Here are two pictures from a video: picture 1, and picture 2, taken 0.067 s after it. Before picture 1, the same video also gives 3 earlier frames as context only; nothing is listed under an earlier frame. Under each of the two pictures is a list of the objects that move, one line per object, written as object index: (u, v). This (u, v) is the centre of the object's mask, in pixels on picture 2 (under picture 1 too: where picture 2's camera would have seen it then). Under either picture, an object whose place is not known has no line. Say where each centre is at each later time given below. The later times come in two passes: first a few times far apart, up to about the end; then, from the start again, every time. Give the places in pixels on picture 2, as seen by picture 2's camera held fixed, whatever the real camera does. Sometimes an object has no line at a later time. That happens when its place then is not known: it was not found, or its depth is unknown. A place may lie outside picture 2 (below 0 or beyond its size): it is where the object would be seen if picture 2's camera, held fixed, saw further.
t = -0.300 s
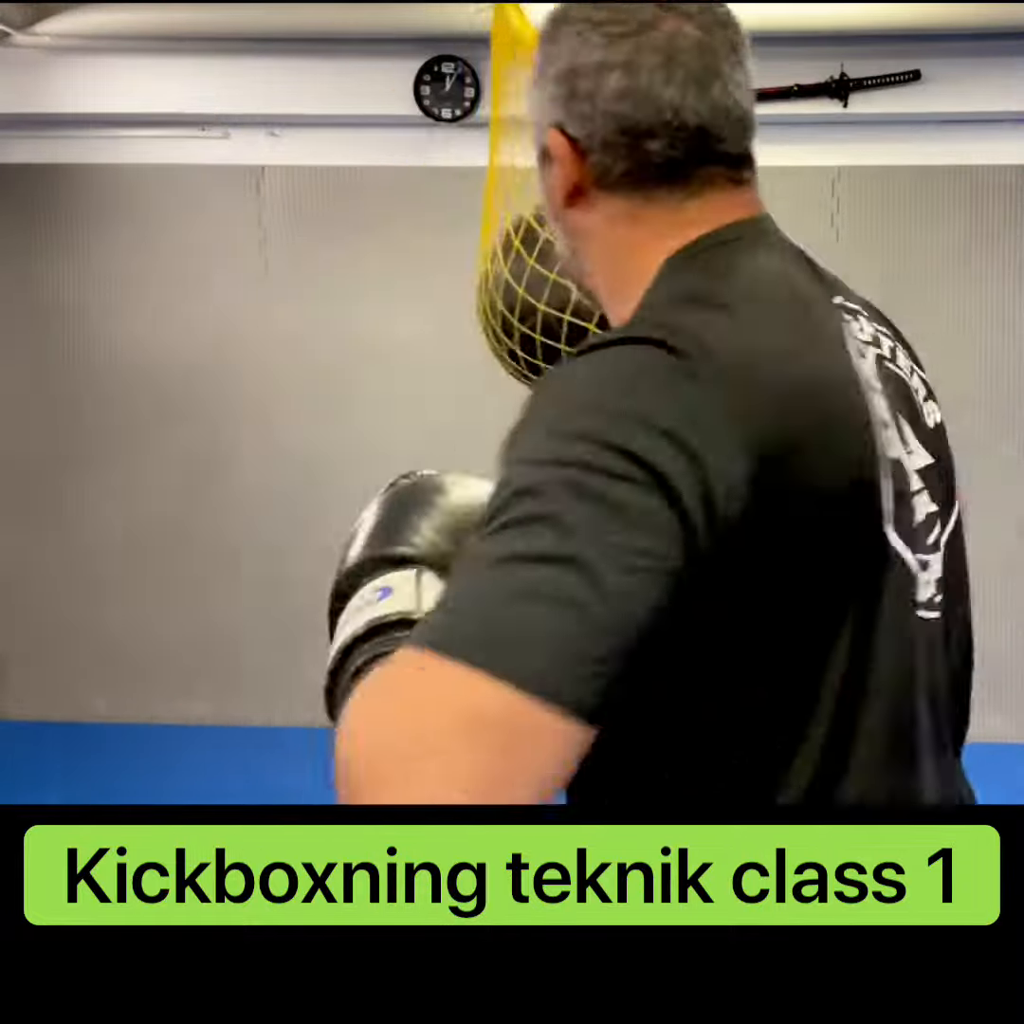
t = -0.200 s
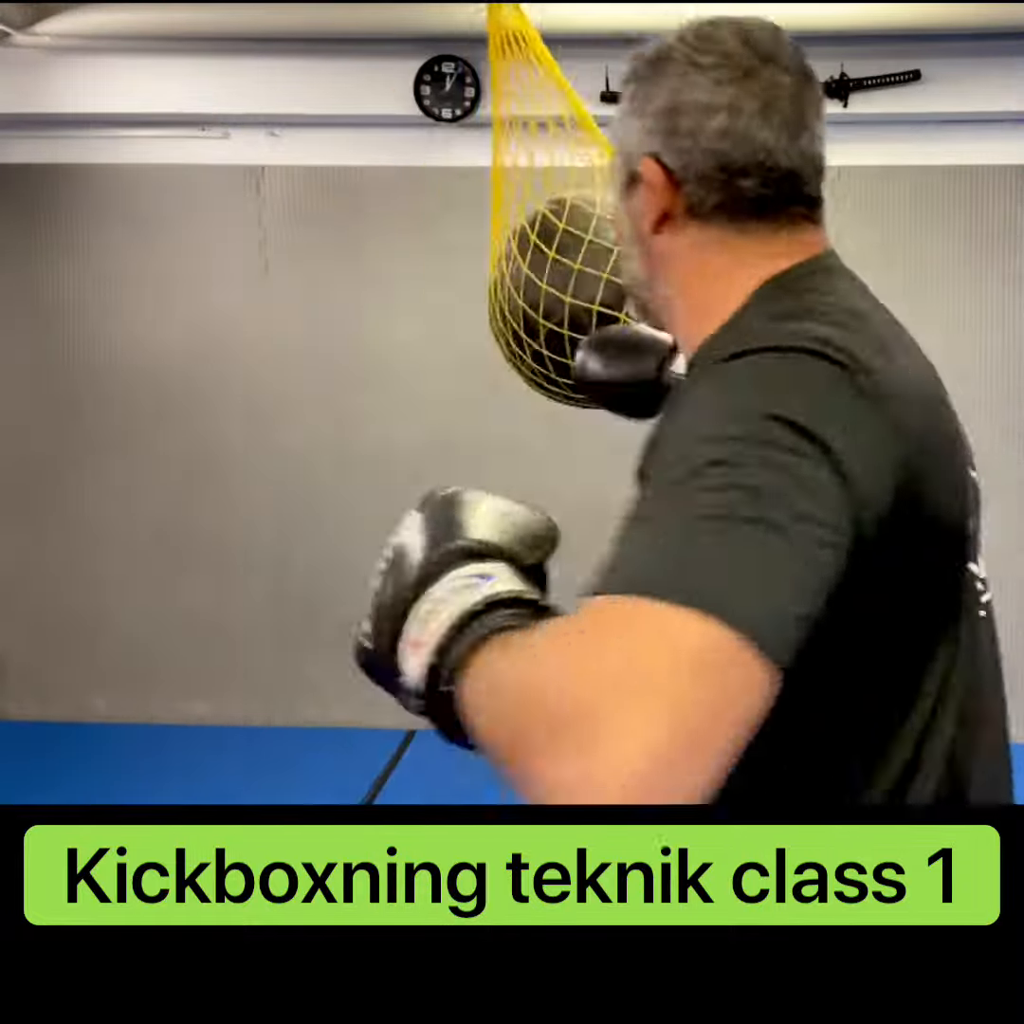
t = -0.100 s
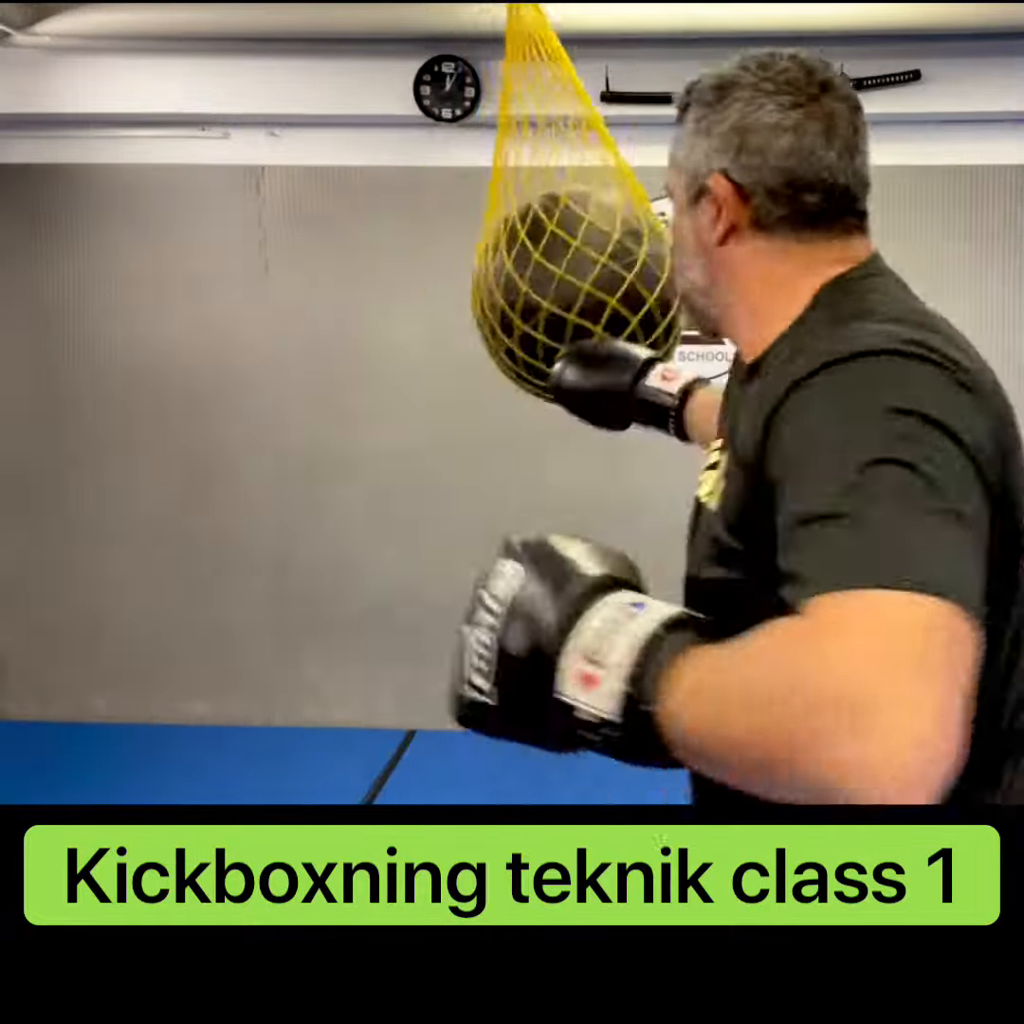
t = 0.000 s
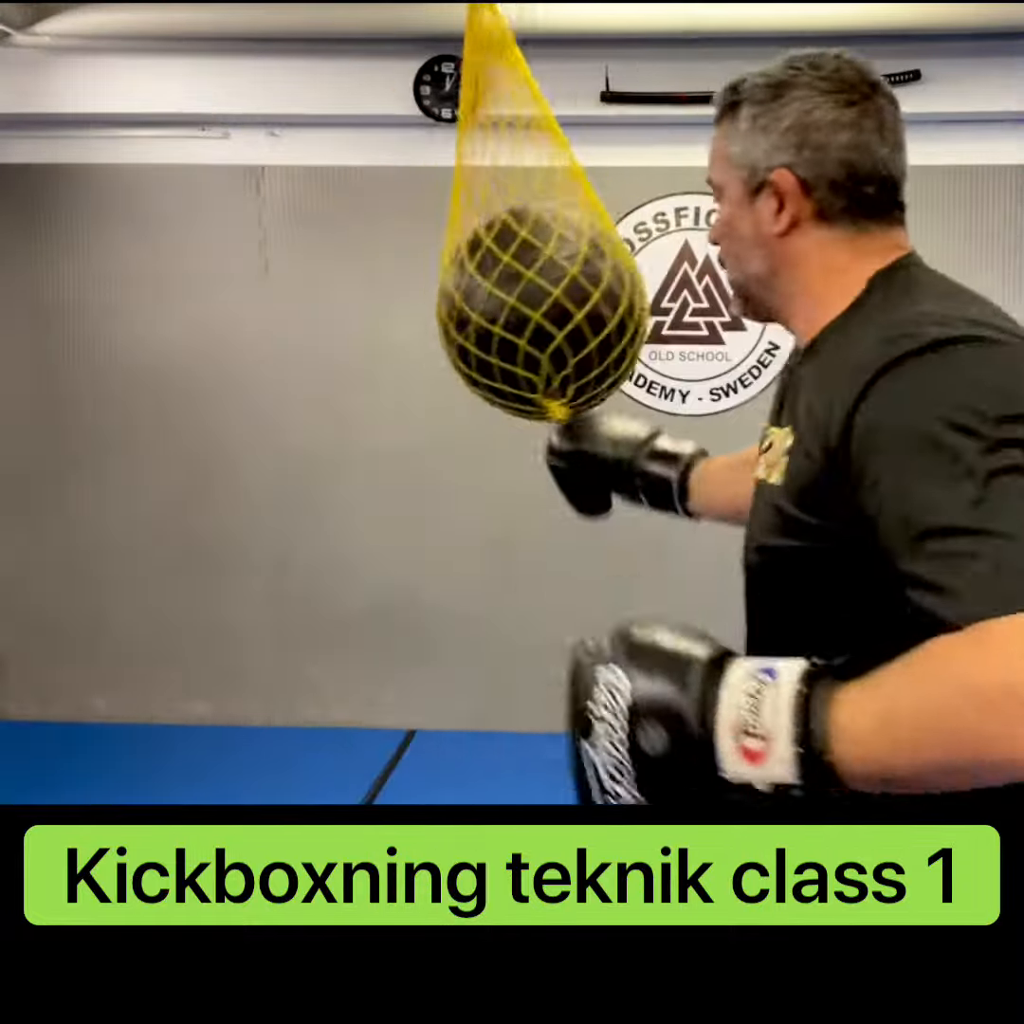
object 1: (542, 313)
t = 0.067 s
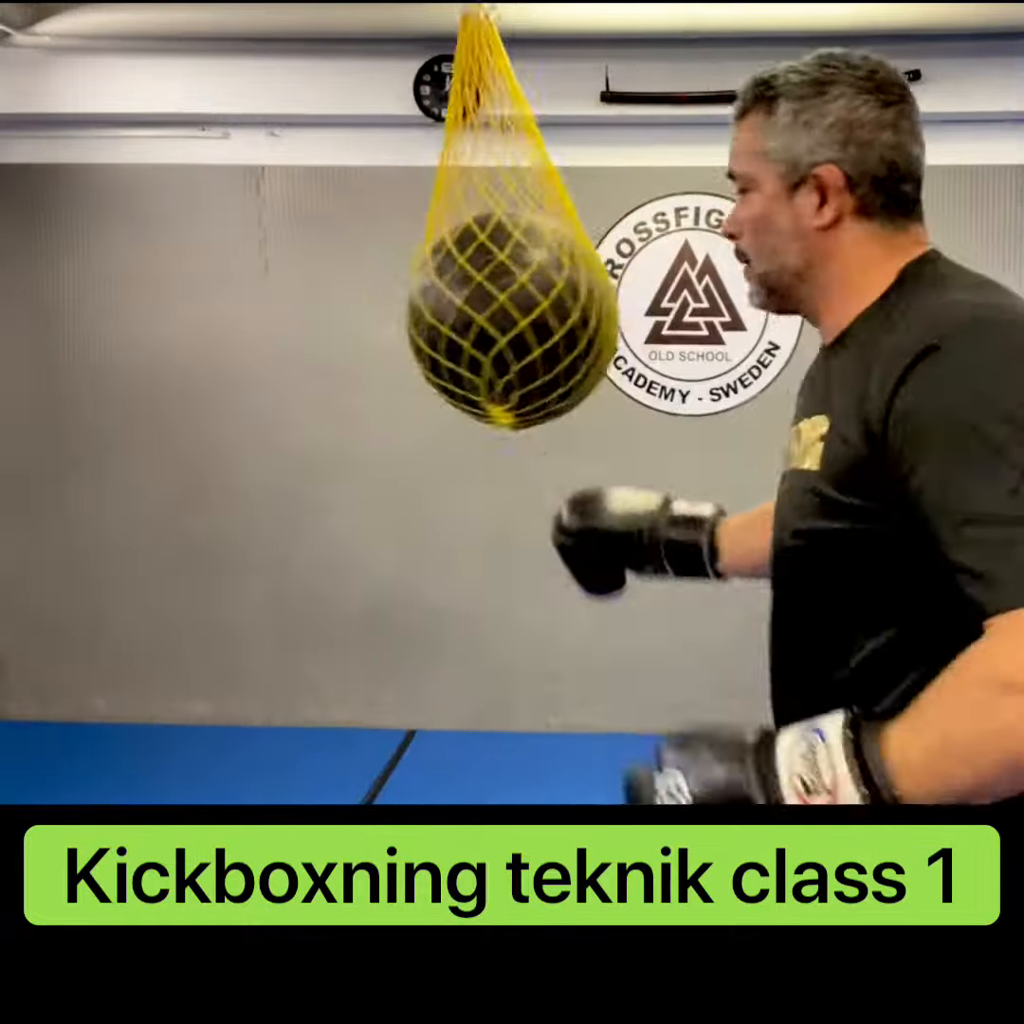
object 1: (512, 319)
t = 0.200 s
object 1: (440, 321)
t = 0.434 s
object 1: (325, 311)
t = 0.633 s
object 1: (264, 295)
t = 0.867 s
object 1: (277, 303)
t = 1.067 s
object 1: (362, 319)
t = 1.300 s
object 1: (504, 318)
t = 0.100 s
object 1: (495, 316)
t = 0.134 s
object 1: (477, 316)
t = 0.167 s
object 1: (459, 319)
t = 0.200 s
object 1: (440, 321)
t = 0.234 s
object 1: (423, 321)
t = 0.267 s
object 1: (406, 320)
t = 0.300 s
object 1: (389, 318)
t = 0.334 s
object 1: (371, 315)
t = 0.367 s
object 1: (354, 314)
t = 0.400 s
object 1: (338, 313)
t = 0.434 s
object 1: (325, 311)
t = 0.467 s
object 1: (311, 307)
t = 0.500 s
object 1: (298, 304)
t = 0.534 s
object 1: (287, 301)
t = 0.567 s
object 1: (278, 299)
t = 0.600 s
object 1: (270, 297)
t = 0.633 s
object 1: (264, 295)
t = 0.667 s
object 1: (261, 295)
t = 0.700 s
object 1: (258, 295)
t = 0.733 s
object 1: (258, 295)
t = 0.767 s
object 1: (260, 296)
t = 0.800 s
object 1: (264, 298)
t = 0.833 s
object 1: (270, 300)
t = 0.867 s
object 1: (277, 303)
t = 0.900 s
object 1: (287, 306)
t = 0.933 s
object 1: (299, 309)
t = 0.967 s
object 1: (312, 311)
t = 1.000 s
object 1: (328, 315)
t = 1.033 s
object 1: (344, 316)
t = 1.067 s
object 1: (362, 319)
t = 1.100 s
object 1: (382, 321)
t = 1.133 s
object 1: (402, 322)
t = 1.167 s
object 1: (422, 323)
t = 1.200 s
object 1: (443, 323)
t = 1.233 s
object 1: (464, 322)
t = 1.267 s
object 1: (484, 321)
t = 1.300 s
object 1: (504, 318)
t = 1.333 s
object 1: (522, 317)
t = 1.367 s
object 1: (535, 312)
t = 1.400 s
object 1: (544, 303)
